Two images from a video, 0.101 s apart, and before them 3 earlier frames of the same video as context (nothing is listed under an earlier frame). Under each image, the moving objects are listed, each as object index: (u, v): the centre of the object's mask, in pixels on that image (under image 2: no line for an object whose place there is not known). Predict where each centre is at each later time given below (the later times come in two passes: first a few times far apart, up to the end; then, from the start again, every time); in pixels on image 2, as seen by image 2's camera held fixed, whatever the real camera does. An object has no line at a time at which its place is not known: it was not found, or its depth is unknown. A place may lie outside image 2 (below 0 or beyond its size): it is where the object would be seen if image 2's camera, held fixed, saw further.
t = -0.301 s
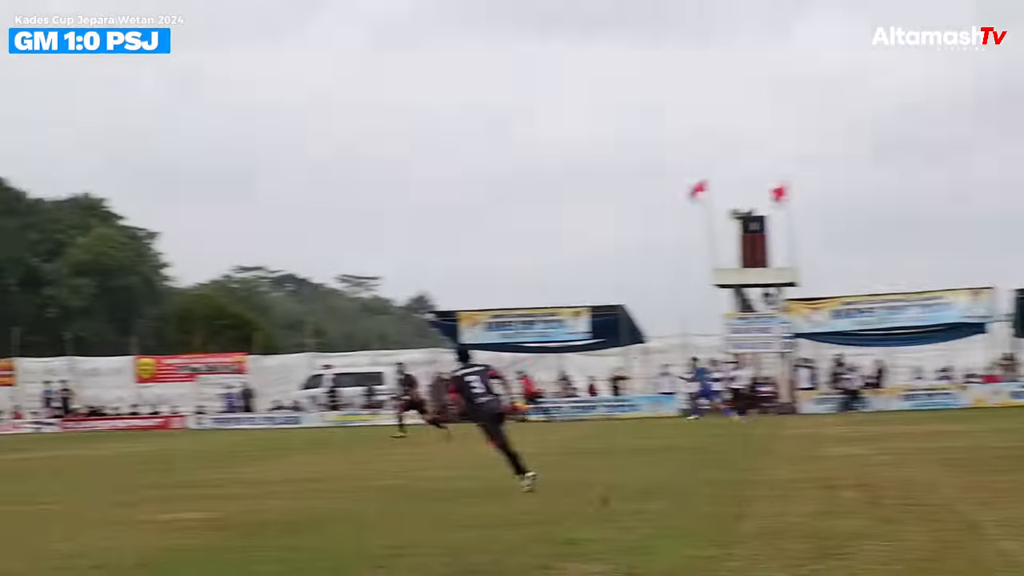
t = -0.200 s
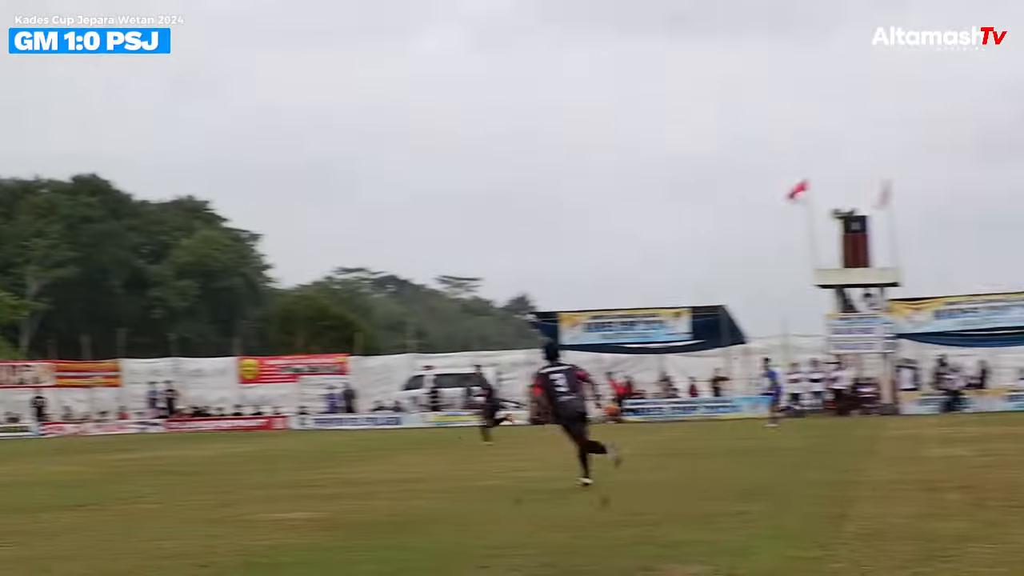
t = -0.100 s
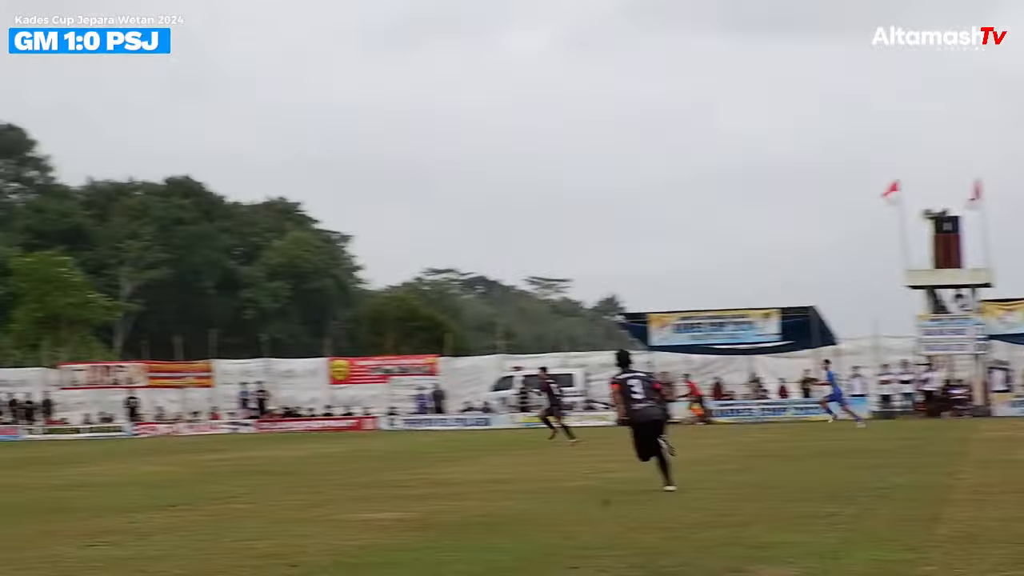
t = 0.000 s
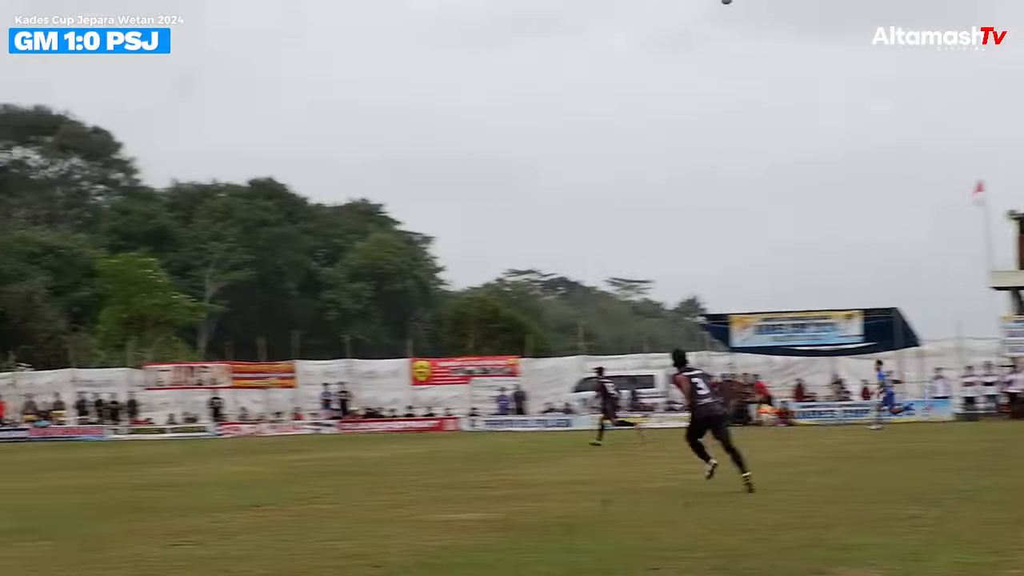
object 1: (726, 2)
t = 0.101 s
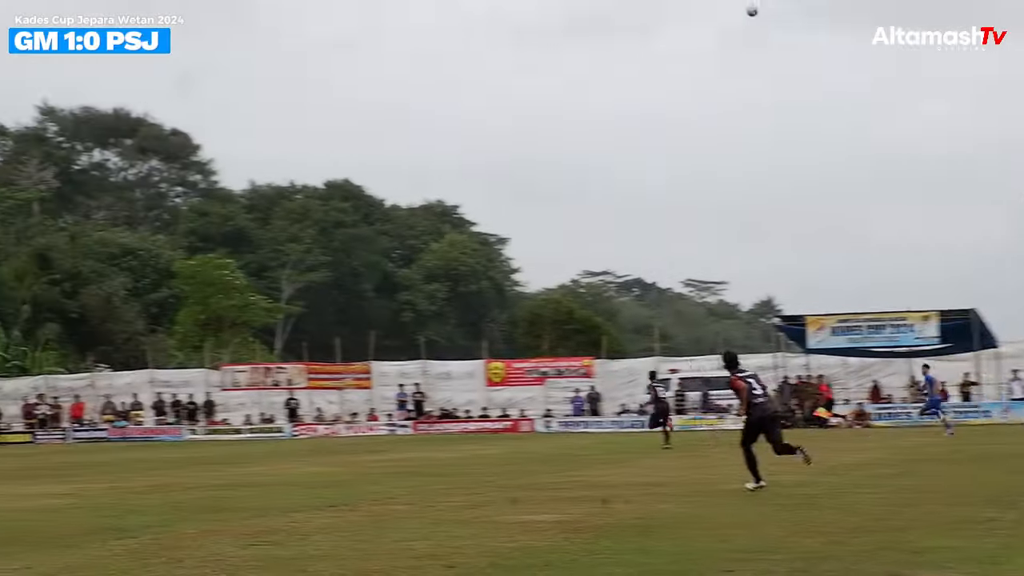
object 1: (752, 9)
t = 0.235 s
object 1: (690, 34)
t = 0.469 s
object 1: (589, 77)
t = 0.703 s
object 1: (500, 130)
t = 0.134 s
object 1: (737, 13)
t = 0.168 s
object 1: (721, 17)
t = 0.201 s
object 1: (704, 29)
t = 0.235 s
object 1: (690, 34)
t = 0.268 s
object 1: (675, 40)
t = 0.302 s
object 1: (660, 45)
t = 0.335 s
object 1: (646, 51)
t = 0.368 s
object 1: (631, 58)
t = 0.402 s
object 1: (617, 63)
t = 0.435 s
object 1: (603, 71)
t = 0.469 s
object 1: (589, 77)
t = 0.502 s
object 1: (576, 84)
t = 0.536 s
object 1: (563, 91)
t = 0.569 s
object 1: (550, 99)
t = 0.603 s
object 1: (537, 106)
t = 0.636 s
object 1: (525, 114)
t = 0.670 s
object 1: (512, 122)
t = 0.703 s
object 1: (500, 130)
